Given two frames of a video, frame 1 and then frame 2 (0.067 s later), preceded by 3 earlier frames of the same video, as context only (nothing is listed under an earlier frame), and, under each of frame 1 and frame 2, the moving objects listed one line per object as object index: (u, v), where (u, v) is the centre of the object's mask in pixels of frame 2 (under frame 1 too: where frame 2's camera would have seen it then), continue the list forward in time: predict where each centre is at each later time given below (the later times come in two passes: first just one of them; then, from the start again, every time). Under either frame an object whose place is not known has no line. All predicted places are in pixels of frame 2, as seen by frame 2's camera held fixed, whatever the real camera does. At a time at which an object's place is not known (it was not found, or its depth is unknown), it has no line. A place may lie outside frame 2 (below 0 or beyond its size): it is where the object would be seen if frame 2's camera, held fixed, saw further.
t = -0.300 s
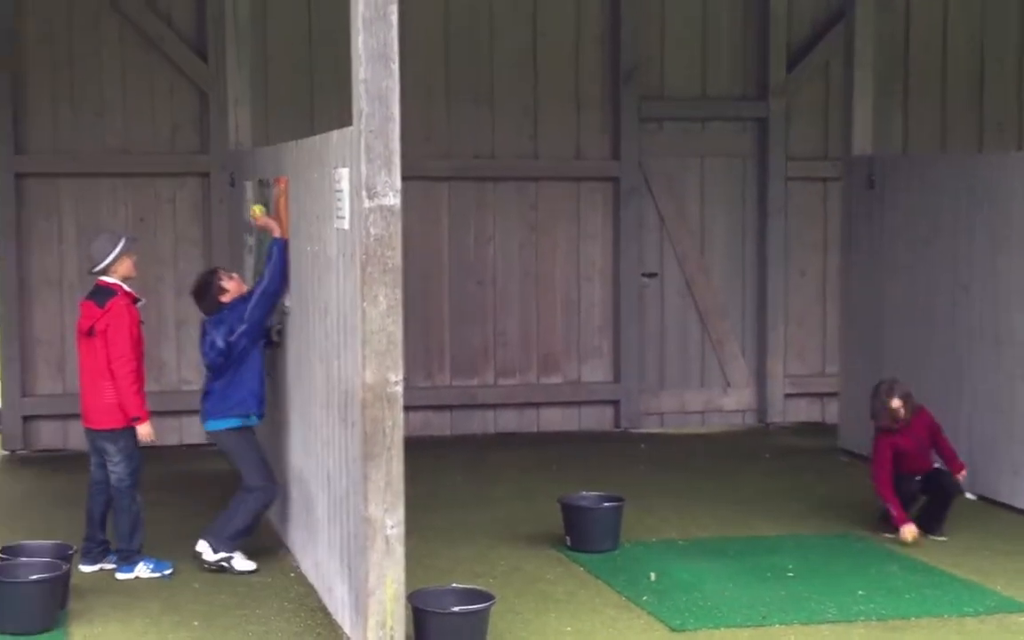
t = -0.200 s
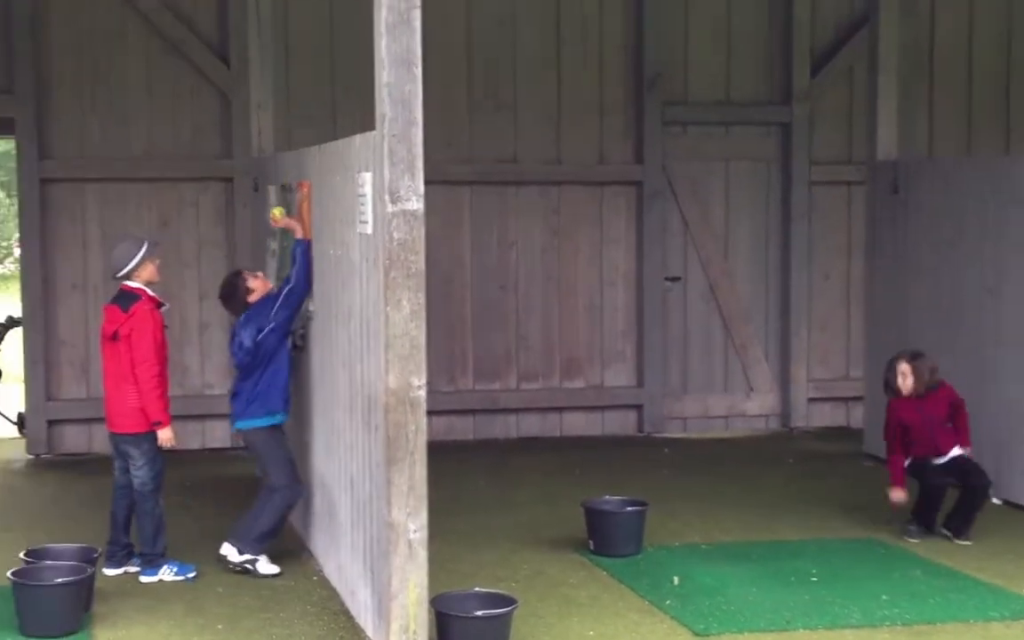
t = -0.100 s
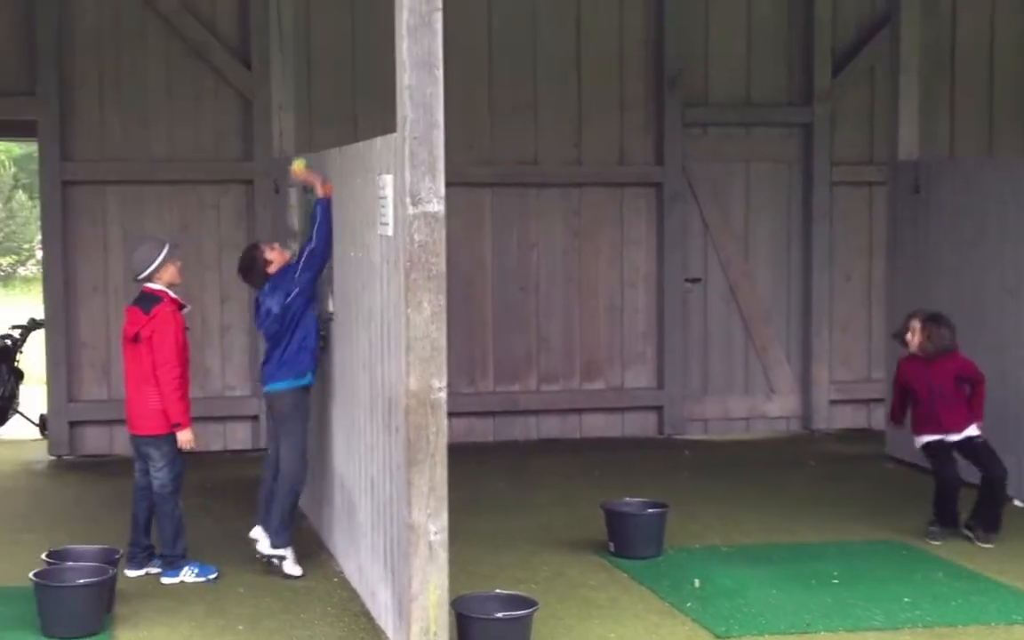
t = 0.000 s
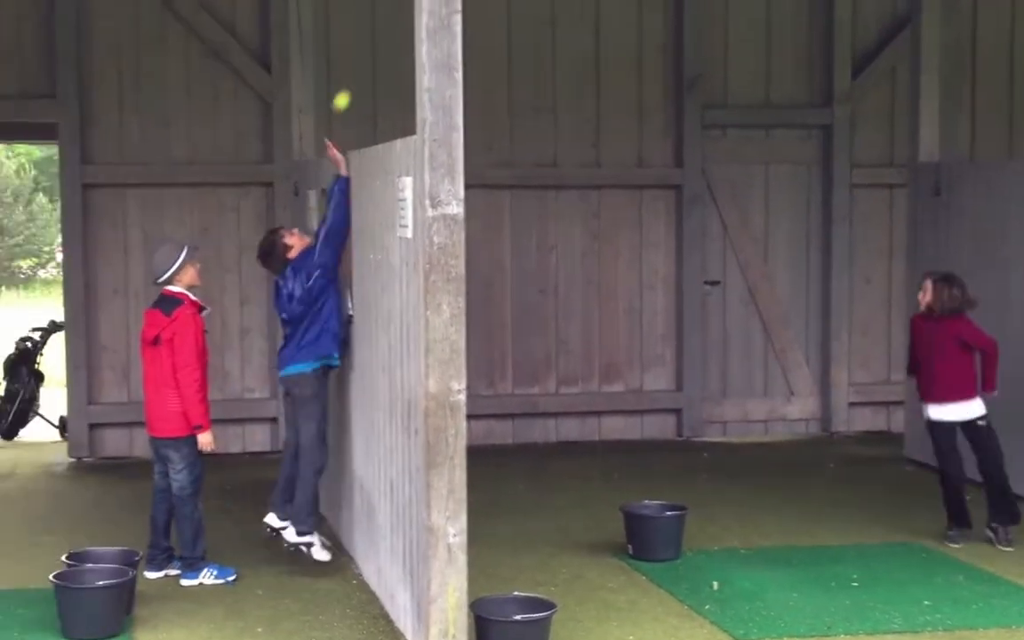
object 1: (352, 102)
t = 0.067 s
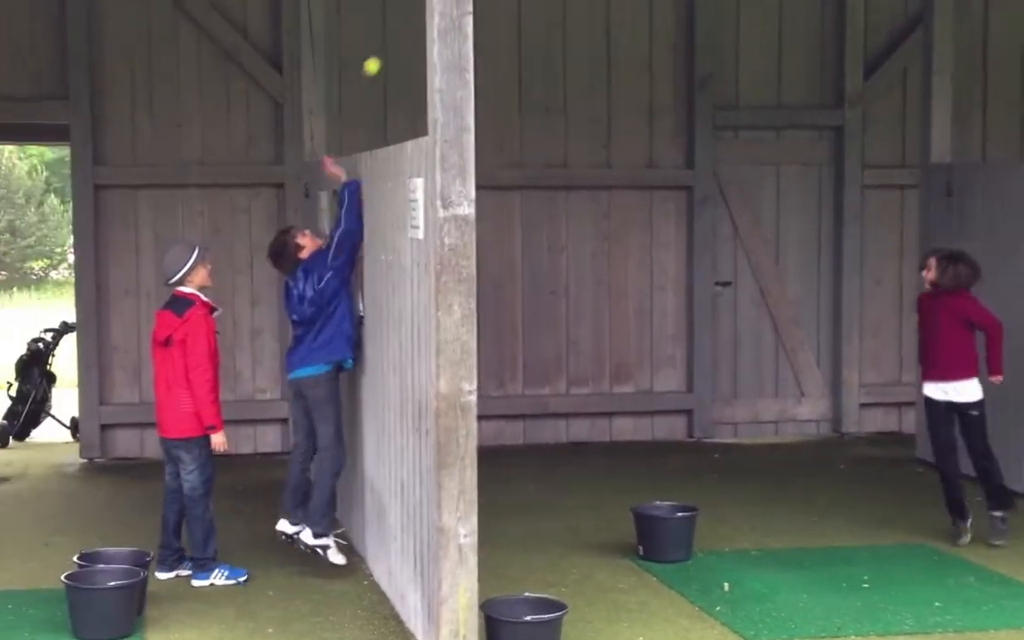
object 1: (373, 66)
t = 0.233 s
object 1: (422, 18)
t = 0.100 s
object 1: (382, 51)
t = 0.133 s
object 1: (392, 39)
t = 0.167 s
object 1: (402, 30)
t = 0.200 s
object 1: (412, 23)
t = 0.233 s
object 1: (422, 18)
